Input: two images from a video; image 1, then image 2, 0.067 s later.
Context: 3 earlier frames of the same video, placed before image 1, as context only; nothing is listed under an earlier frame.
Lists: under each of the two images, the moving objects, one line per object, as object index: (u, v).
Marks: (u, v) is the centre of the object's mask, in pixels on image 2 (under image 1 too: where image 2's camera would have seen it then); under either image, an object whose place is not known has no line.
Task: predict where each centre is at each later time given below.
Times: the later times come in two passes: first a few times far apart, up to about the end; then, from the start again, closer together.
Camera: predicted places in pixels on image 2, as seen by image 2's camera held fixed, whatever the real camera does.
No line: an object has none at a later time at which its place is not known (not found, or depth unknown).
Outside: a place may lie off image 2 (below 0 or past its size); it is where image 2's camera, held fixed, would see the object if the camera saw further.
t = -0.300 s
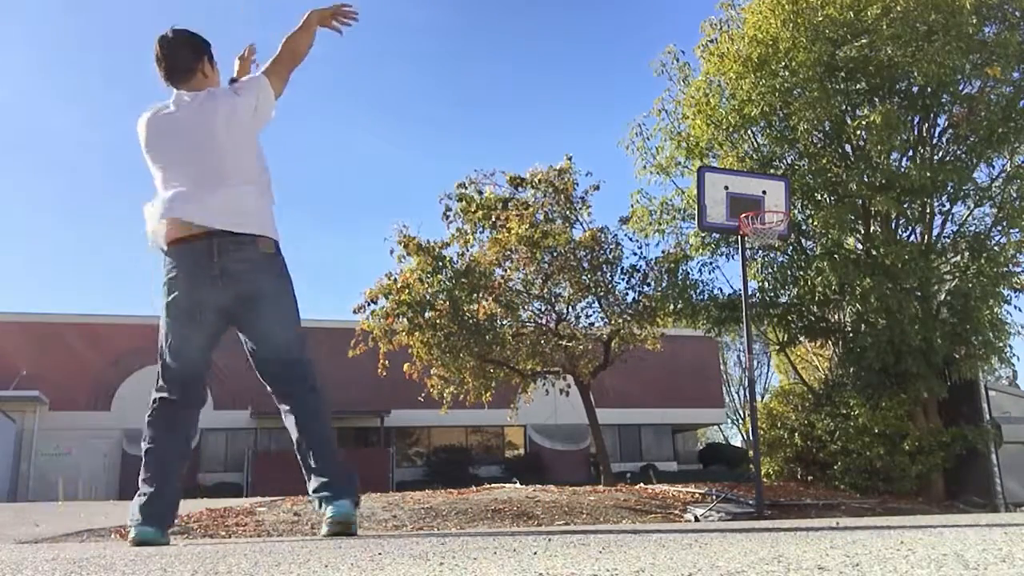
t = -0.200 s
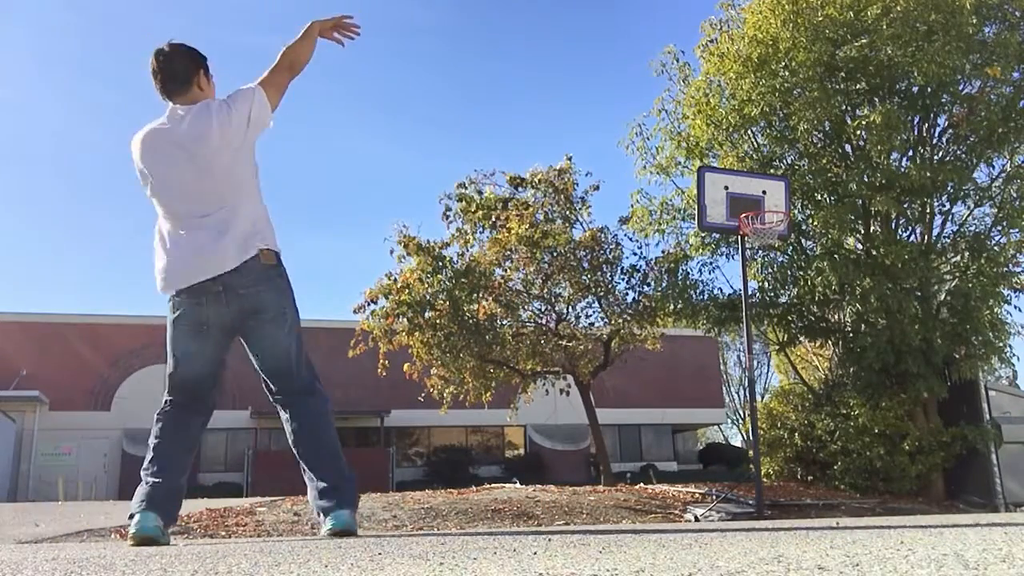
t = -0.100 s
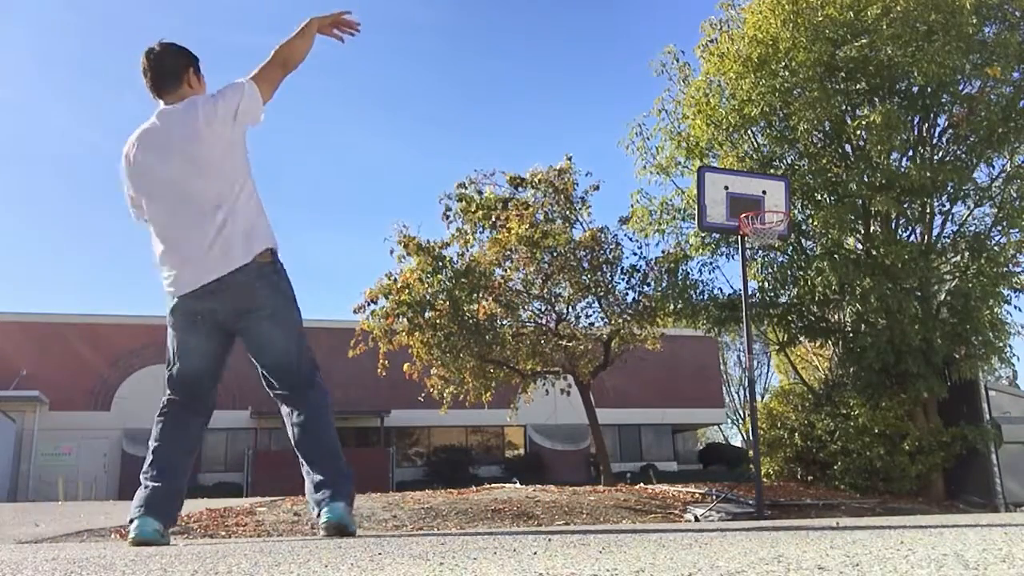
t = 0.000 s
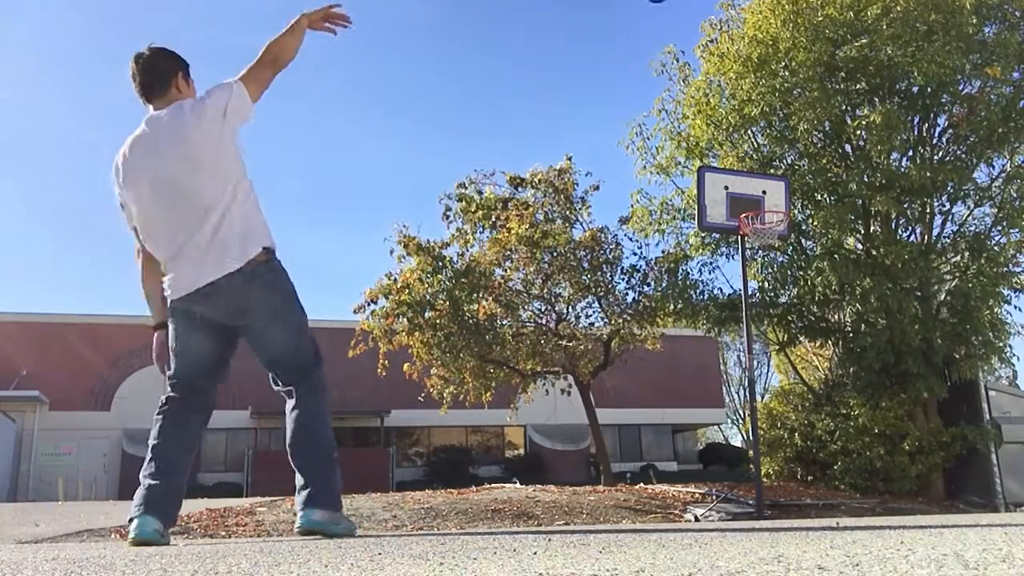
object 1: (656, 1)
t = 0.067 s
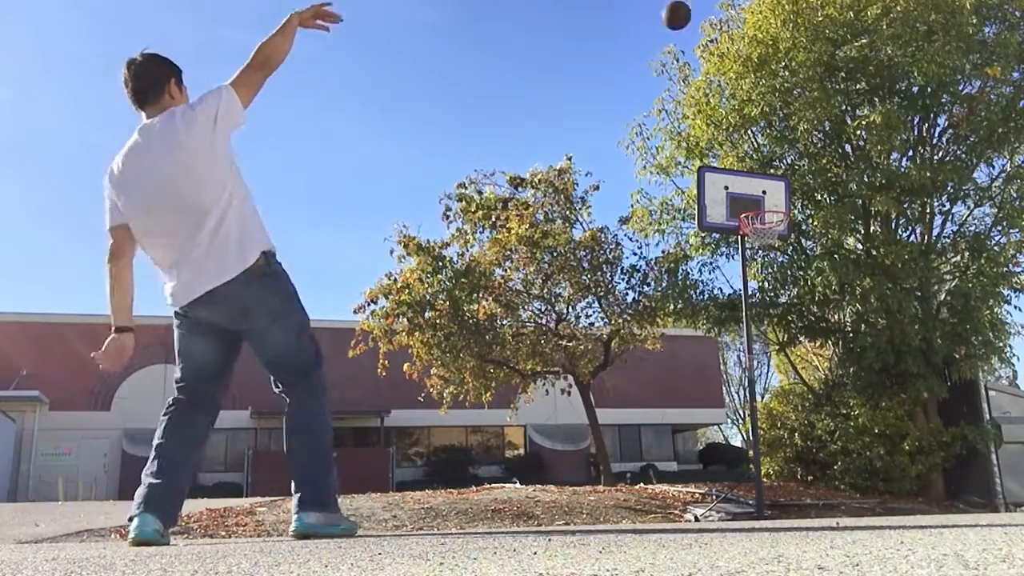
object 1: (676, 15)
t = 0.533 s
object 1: (769, 246)
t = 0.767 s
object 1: (758, 362)
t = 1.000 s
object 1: (746, 491)
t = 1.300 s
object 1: (678, 340)
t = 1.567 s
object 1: (624, 287)
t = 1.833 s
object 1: (571, 310)
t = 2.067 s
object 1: (524, 406)
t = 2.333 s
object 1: (466, 448)
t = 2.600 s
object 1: (404, 357)
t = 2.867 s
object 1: (340, 366)
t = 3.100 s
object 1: (276, 467)
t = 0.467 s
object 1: (771, 220)
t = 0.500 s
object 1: (771, 234)
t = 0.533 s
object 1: (769, 246)
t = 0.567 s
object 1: (767, 258)
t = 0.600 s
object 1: (765, 274)
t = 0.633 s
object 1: (765, 291)
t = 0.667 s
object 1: (760, 306)
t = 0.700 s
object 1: (758, 323)
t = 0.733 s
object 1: (758, 343)
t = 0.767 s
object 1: (758, 362)
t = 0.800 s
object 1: (761, 384)
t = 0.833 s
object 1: (757, 408)
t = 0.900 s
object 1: (754, 458)
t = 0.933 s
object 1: (754, 487)
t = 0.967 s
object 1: (753, 511)
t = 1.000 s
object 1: (746, 491)
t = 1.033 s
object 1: (740, 472)
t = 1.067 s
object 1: (730, 451)
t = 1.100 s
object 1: (724, 431)
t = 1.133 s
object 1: (715, 411)
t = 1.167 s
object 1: (705, 395)
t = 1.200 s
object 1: (699, 378)
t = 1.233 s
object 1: (691, 365)
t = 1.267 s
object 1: (683, 352)
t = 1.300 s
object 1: (678, 340)
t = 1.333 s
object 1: (671, 329)
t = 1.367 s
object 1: (665, 320)
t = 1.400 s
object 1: (655, 312)
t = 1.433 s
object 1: (650, 302)
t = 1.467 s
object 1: (642, 296)
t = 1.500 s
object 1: (638, 293)
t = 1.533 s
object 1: (630, 289)
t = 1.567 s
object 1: (624, 287)
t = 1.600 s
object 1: (617, 285)
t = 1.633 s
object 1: (611, 285)
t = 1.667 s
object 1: (604, 285)
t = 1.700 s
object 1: (599, 288)
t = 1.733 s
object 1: (592, 291)
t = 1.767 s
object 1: (586, 294)
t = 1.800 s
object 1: (577, 301)
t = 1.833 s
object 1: (571, 310)
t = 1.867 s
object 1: (564, 319)
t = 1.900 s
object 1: (558, 330)
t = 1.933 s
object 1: (549, 343)
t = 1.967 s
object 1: (543, 356)
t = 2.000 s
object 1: (537, 371)
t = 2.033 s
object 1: (531, 388)
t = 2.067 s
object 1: (524, 406)
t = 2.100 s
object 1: (518, 427)
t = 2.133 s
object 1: (509, 450)
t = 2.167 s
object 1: (502, 475)
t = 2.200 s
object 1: (495, 502)
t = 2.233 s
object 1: (488, 508)
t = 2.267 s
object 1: (480, 486)
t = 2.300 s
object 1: (471, 467)
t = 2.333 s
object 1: (466, 448)
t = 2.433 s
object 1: (441, 403)
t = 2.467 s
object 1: (434, 391)
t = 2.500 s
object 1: (427, 381)
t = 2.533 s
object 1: (418, 371)
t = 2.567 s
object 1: (412, 363)
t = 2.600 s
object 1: (404, 357)
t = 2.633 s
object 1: (395, 352)
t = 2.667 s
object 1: (387, 349)
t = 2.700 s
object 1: (380, 349)
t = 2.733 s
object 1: (372, 349)
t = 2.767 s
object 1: (364, 352)
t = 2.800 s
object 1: (358, 354)
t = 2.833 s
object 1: (347, 359)
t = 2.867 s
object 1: (340, 366)
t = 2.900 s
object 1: (331, 375)
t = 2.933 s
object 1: (323, 386)
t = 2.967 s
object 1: (313, 398)
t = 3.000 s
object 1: (305, 414)
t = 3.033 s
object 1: (299, 427)
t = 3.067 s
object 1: (288, 447)
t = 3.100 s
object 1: (276, 467)
